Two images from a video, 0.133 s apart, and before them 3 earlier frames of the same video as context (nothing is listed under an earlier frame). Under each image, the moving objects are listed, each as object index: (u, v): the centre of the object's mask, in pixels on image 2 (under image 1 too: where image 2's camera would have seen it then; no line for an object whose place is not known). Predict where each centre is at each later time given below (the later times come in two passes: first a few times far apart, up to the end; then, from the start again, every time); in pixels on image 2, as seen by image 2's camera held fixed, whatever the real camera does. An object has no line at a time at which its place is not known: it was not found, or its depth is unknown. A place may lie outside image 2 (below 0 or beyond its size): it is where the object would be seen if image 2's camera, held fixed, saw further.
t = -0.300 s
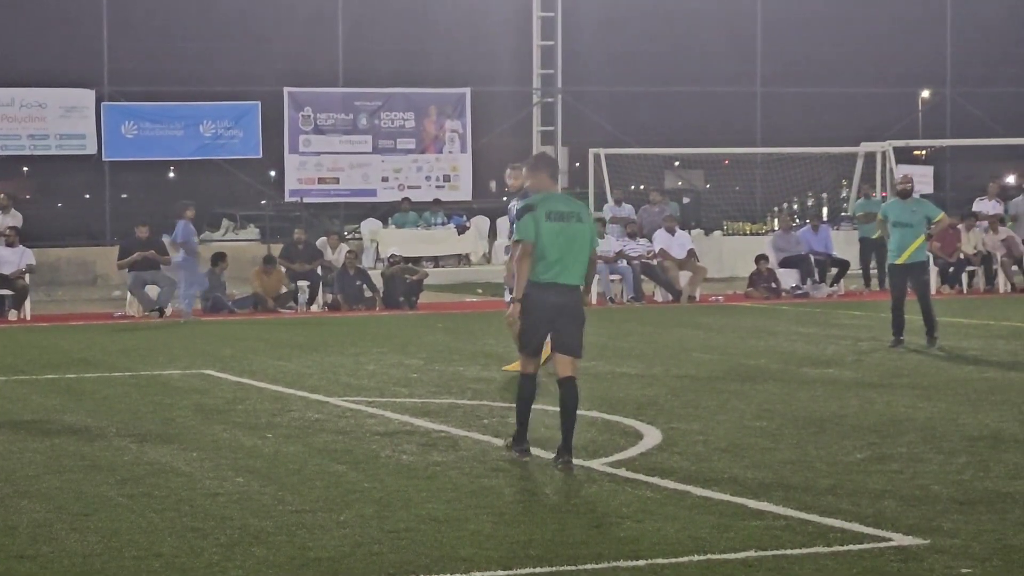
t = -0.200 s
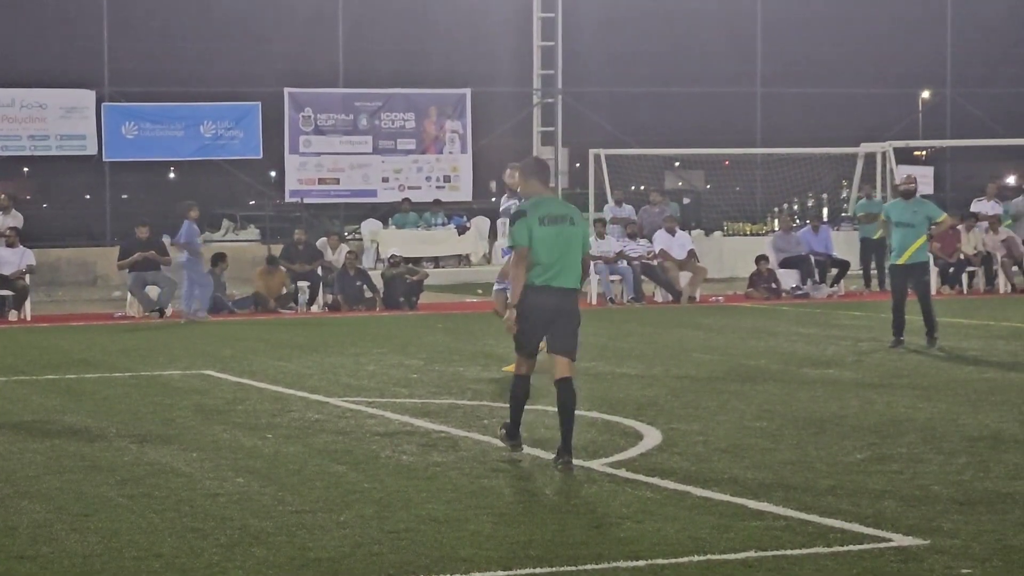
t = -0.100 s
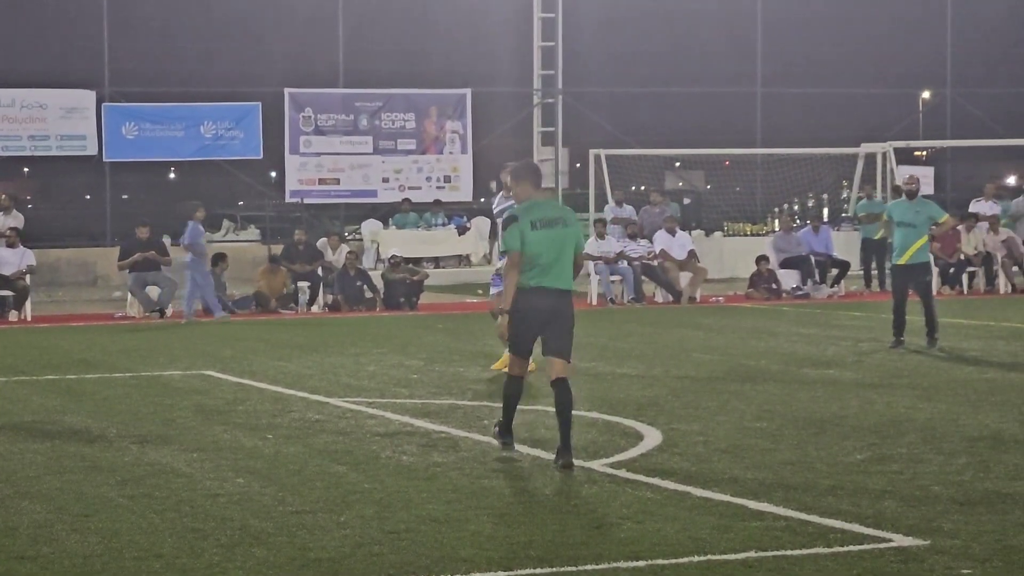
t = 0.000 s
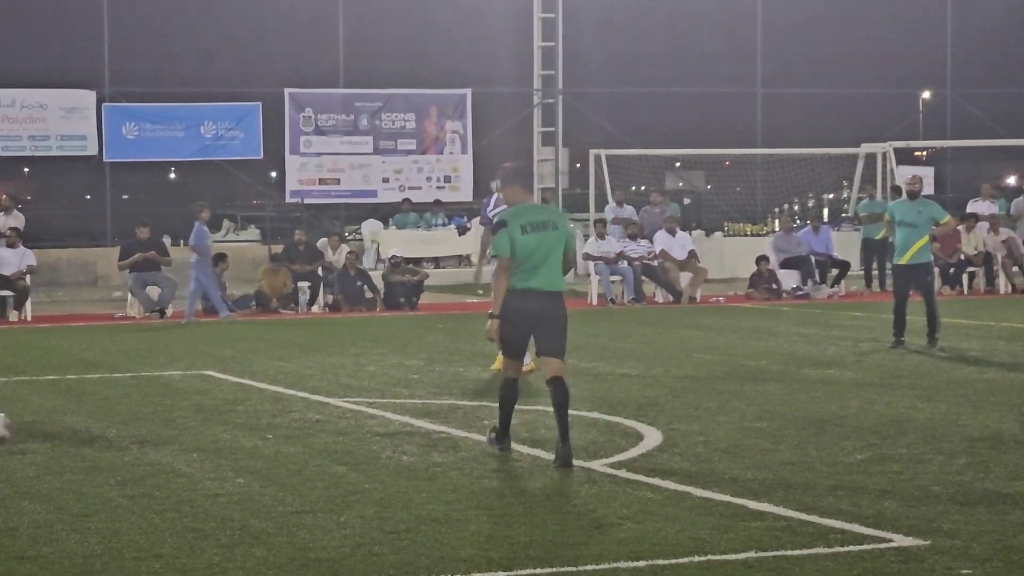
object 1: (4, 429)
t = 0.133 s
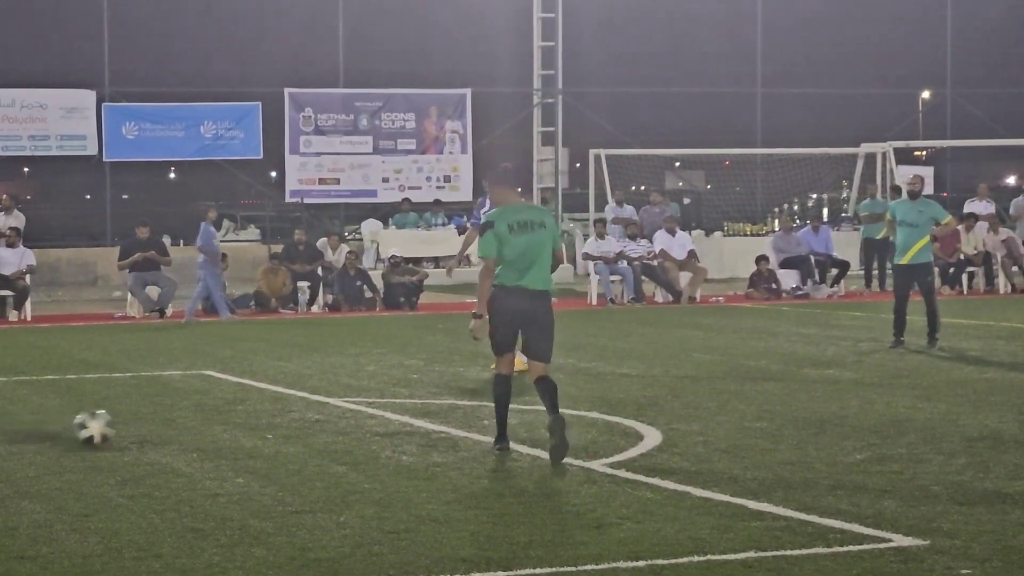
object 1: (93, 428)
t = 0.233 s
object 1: (168, 422)
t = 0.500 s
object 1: (357, 421)
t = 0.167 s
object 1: (118, 424)
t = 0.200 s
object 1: (143, 421)
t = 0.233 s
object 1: (168, 422)
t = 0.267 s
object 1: (191, 423)
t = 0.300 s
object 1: (216, 426)
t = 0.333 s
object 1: (240, 424)
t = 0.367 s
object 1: (264, 421)
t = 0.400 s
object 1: (287, 421)
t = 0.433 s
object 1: (311, 422)
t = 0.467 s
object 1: (335, 425)
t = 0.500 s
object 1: (357, 421)
